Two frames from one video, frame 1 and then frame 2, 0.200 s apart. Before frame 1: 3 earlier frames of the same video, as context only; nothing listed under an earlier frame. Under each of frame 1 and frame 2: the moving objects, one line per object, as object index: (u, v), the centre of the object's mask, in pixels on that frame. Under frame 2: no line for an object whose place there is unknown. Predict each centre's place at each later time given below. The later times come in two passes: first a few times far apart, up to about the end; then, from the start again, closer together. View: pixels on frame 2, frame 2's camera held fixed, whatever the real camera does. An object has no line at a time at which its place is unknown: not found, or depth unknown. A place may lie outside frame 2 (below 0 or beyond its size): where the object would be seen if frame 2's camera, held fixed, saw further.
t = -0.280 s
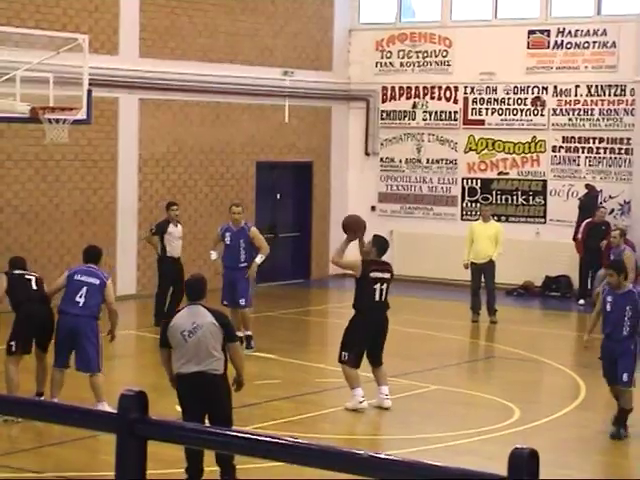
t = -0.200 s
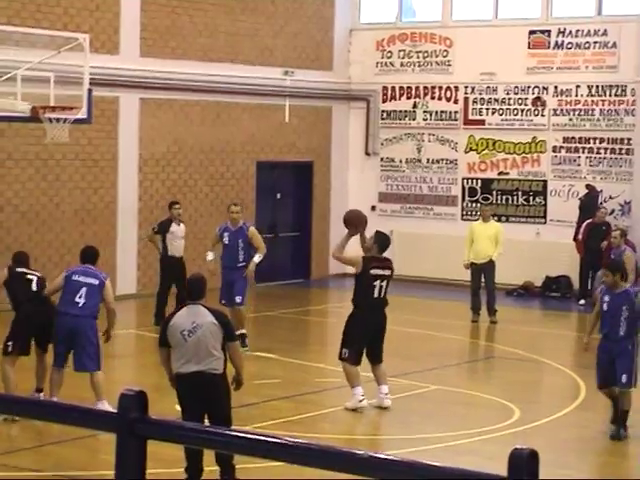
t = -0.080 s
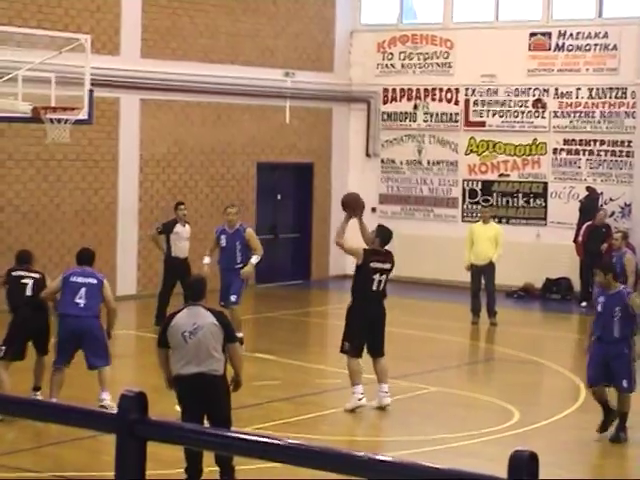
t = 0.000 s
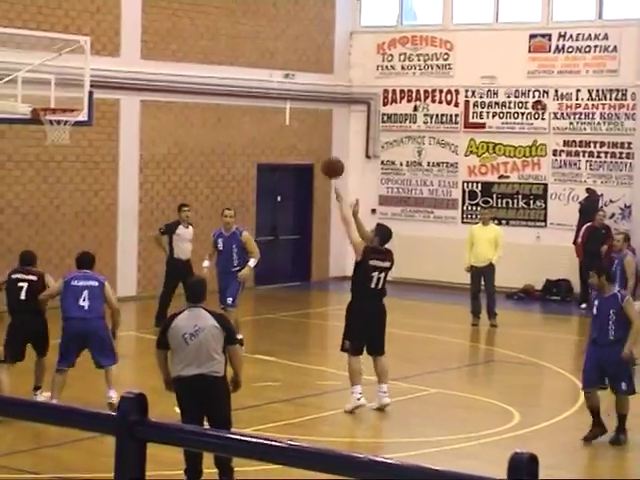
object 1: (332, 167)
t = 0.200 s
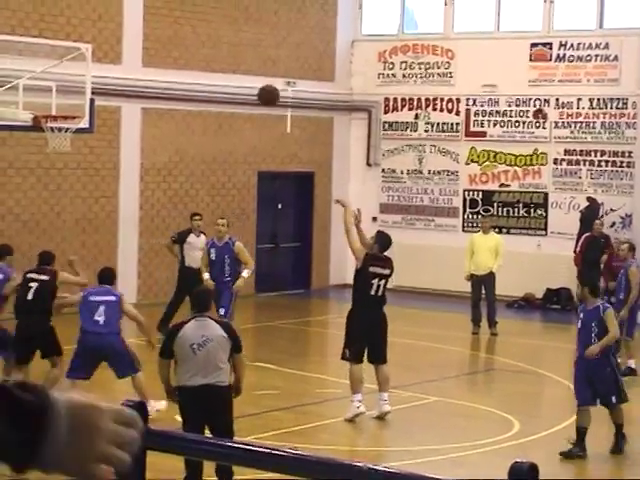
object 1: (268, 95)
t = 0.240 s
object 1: (255, 84)
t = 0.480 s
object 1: (181, 47)
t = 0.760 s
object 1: (99, 68)
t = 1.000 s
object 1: (67, 110)
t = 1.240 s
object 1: (67, 108)
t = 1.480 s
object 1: (52, 110)
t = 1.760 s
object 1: (69, 130)
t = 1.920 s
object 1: (60, 134)
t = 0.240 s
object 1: (255, 84)
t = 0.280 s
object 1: (242, 74)
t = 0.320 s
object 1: (230, 66)
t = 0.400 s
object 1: (205, 54)
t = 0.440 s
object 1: (193, 50)
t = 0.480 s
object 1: (181, 47)
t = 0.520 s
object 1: (169, 46)
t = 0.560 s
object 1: (157, 47)
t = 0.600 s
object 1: (146, 48)
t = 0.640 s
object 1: (134, 52)
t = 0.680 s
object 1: (122, 56)
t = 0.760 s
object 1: (99, 68)
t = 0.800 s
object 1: (89, 76)
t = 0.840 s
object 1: (77, 86)
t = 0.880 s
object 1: (67, 96)
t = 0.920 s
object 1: (56, 107)
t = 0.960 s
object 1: (58, 109)
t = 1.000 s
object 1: (67, 110)
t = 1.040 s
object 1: (59, 107)
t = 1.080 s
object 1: (52, 104)
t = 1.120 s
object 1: (47, 103)
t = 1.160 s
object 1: (54, 104)
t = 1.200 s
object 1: (61, 106)
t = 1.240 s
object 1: (67, 108)
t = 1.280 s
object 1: (68, 111)
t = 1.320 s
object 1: (61, 108)
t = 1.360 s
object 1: (56, 109)
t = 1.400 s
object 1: (53, 109)
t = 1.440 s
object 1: (53, 109)
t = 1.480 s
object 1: (52, 110)
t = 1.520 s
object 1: (58, 114)
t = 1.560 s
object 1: (63, 115)
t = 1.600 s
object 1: (68, 117)
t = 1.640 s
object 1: (68, 123)
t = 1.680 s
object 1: (70, 127)
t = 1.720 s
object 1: (70, 129)
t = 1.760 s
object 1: (69, 130)
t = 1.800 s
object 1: (68, 131)
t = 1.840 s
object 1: (66, 132)
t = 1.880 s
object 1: (63, 133)
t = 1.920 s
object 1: (60, 134)
